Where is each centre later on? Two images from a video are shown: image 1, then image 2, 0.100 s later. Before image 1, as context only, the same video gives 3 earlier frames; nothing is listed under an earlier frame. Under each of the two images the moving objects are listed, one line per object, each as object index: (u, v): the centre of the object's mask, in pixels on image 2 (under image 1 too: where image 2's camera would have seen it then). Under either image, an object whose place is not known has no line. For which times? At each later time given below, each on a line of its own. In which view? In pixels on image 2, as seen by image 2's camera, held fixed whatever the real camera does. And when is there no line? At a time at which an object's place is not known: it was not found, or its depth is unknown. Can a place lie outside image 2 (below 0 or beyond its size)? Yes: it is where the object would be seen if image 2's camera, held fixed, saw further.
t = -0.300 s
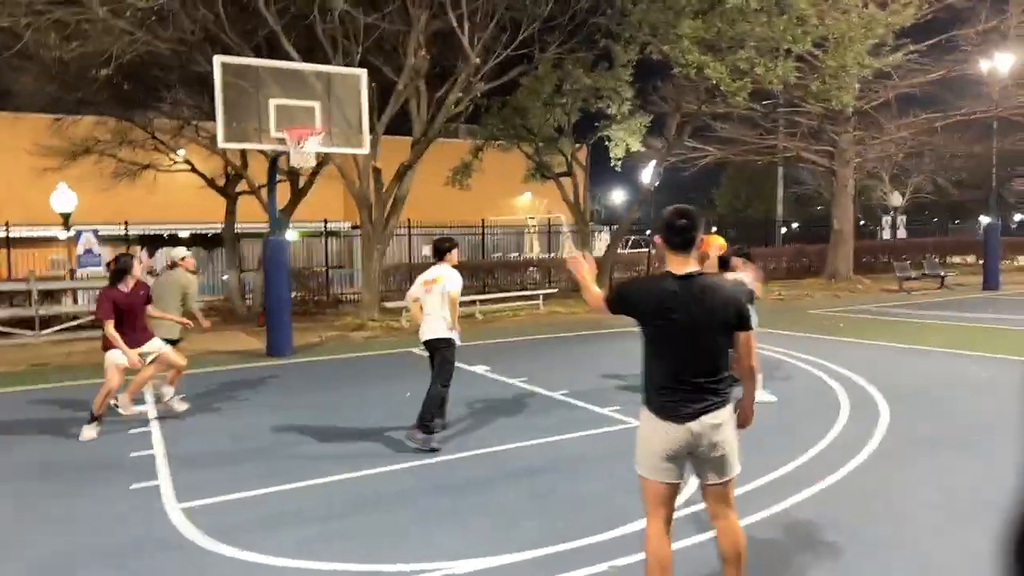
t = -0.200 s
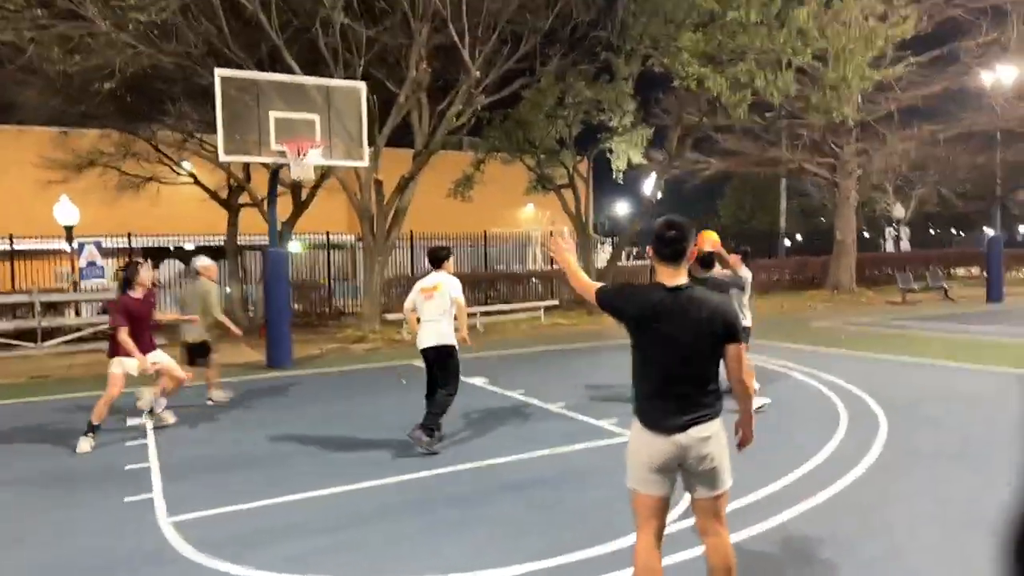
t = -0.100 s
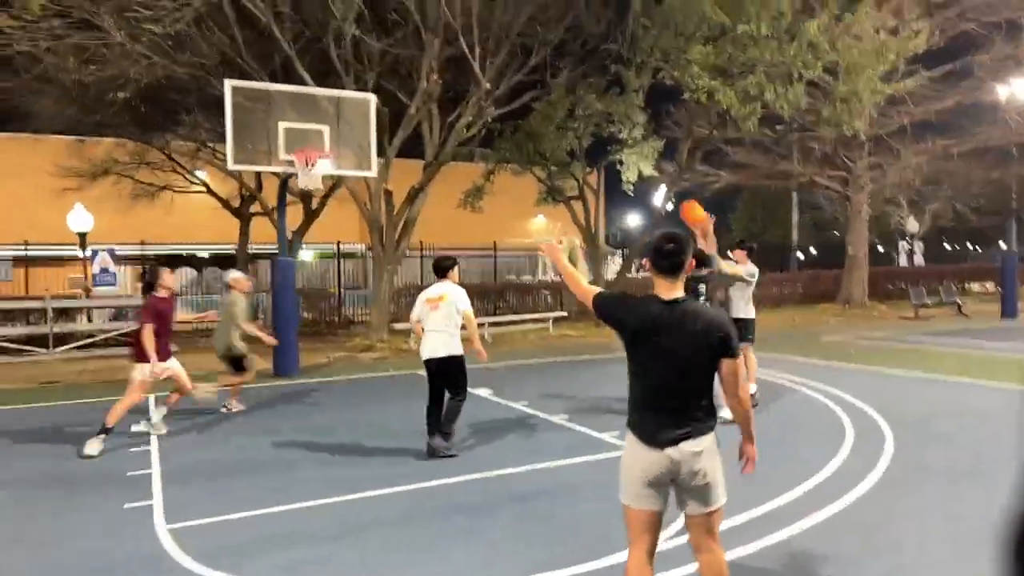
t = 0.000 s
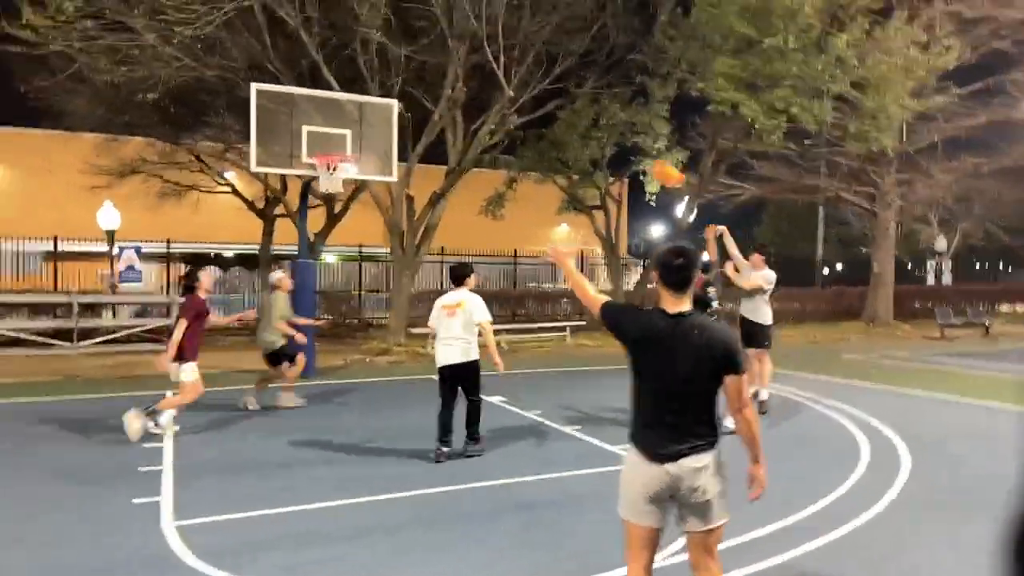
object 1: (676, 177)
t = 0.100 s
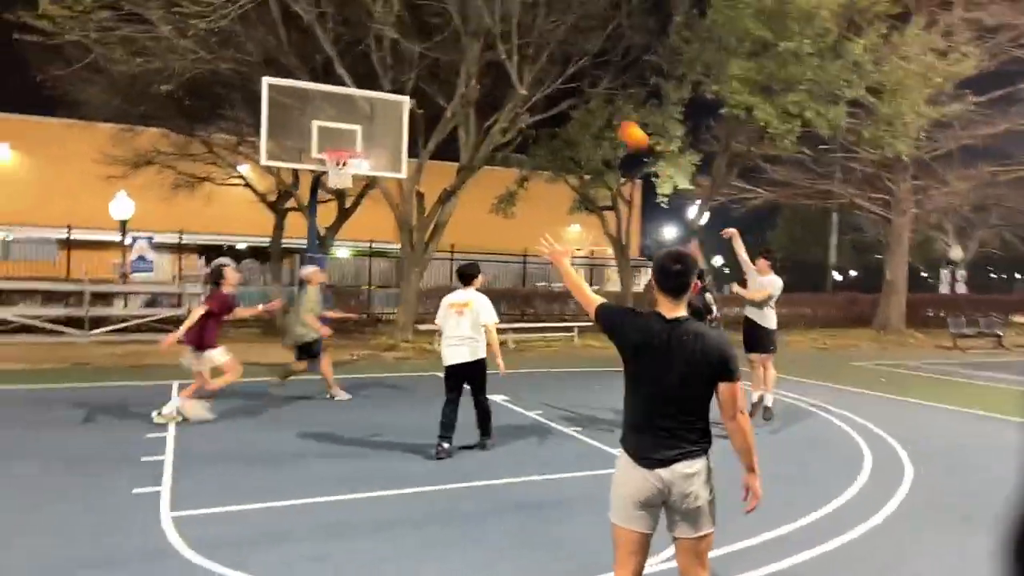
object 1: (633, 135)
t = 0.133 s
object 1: (620, 126)
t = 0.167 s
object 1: (605, 113)
